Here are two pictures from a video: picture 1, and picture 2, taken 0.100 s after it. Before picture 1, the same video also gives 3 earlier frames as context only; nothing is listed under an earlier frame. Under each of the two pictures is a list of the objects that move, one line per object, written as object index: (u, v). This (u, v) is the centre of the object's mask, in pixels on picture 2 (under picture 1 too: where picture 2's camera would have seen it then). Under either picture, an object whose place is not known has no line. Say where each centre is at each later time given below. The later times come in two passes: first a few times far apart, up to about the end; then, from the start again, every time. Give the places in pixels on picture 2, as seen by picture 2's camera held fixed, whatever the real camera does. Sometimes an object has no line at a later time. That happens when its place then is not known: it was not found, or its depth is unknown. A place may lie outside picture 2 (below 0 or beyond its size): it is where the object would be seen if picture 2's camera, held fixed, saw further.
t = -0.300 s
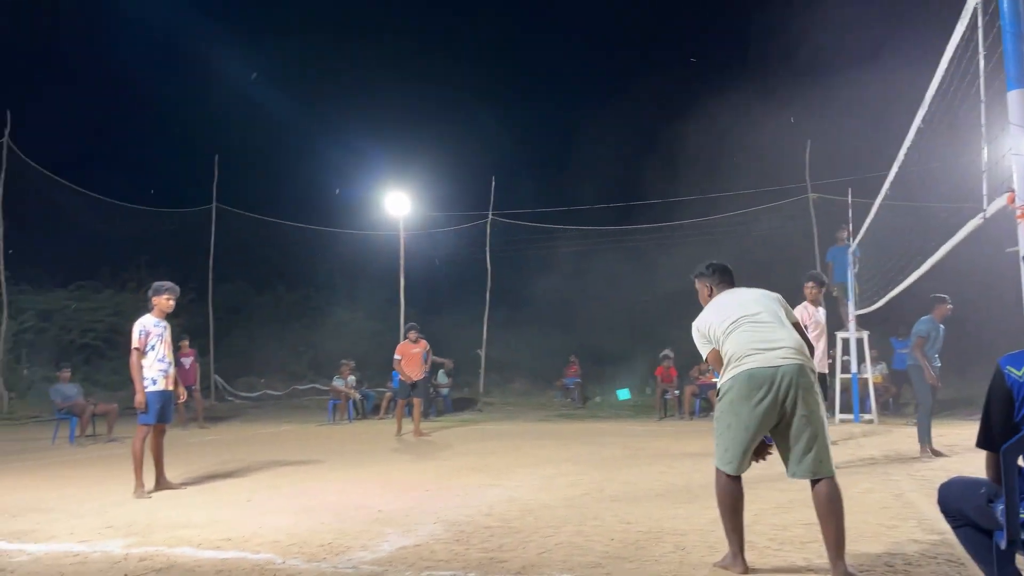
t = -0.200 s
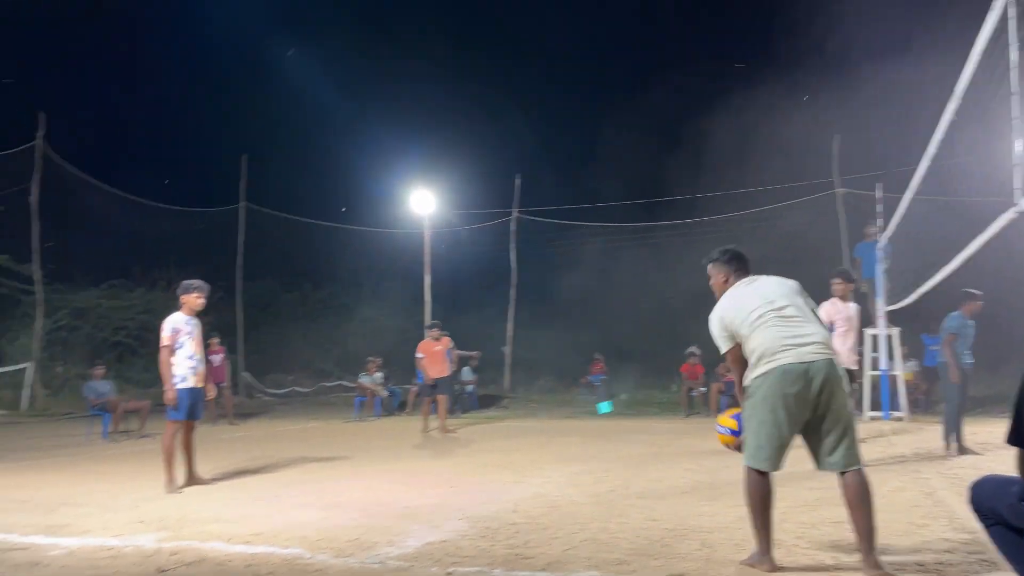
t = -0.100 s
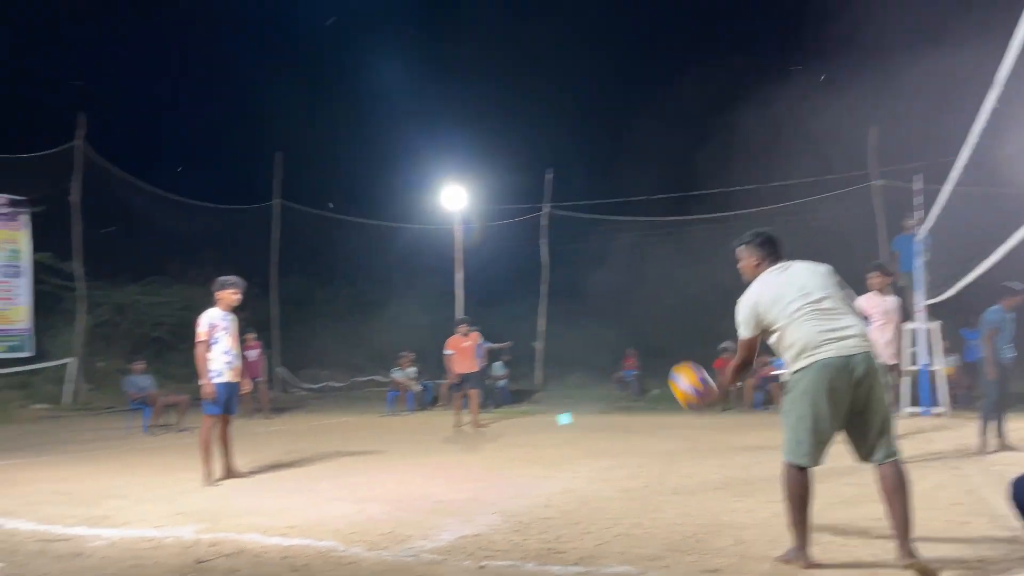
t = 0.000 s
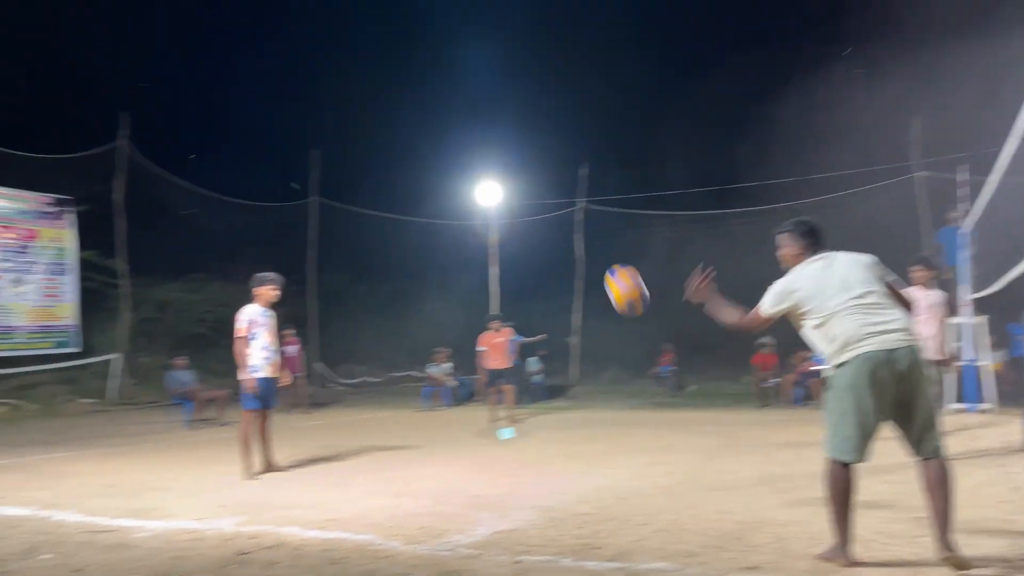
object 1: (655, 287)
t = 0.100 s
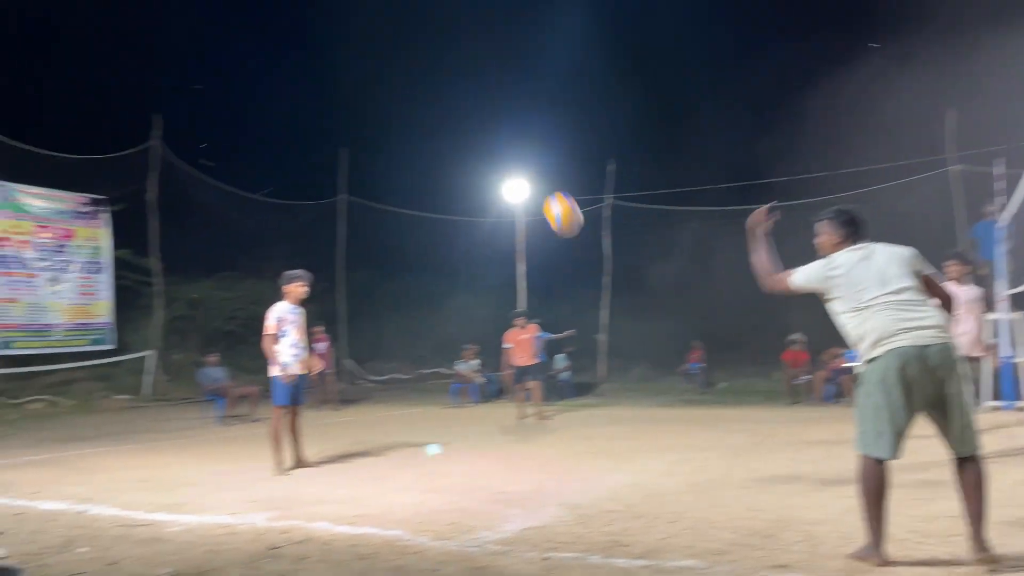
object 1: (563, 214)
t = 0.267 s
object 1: (439, 146)
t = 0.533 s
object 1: (286, 133)
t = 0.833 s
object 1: (160, 217)
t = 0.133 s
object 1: (538, 196)
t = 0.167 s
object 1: (507, 177)
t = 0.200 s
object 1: (484, 166)
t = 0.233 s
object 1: (462, 155)
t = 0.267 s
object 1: (439, 146)
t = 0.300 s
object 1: (417, 138)
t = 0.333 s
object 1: (396, 133)
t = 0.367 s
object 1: (376, 130)
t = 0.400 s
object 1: (357, 128)
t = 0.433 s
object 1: (338, 127)
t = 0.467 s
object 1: (320, 128)
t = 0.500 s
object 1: (303, 130)
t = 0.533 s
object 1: (286, 133)
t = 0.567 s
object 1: (270, 138)
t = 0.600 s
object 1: (255, 145)
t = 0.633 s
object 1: (240, 152)
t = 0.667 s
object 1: (226, 160)
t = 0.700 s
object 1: (212, 169)
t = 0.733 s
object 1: (198, 180)
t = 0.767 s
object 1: (185, 191)
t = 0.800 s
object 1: (172, 203)
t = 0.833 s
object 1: (160, 217)
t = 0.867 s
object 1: (148, 231)
